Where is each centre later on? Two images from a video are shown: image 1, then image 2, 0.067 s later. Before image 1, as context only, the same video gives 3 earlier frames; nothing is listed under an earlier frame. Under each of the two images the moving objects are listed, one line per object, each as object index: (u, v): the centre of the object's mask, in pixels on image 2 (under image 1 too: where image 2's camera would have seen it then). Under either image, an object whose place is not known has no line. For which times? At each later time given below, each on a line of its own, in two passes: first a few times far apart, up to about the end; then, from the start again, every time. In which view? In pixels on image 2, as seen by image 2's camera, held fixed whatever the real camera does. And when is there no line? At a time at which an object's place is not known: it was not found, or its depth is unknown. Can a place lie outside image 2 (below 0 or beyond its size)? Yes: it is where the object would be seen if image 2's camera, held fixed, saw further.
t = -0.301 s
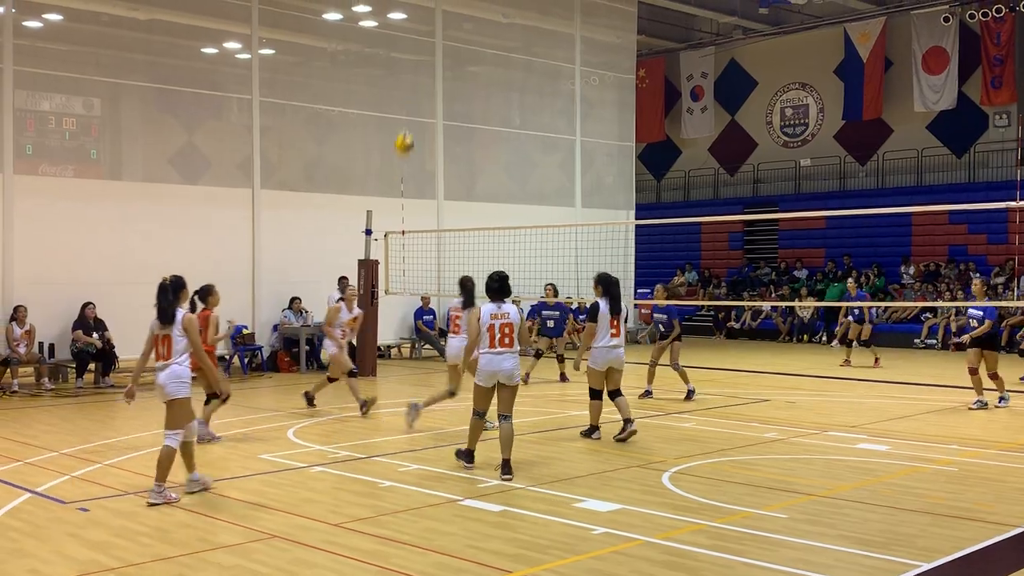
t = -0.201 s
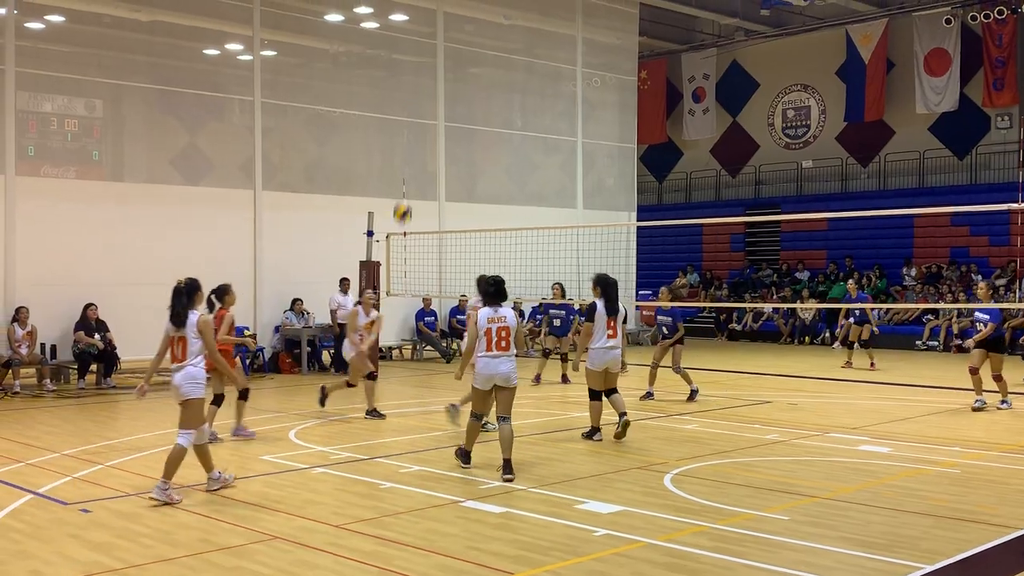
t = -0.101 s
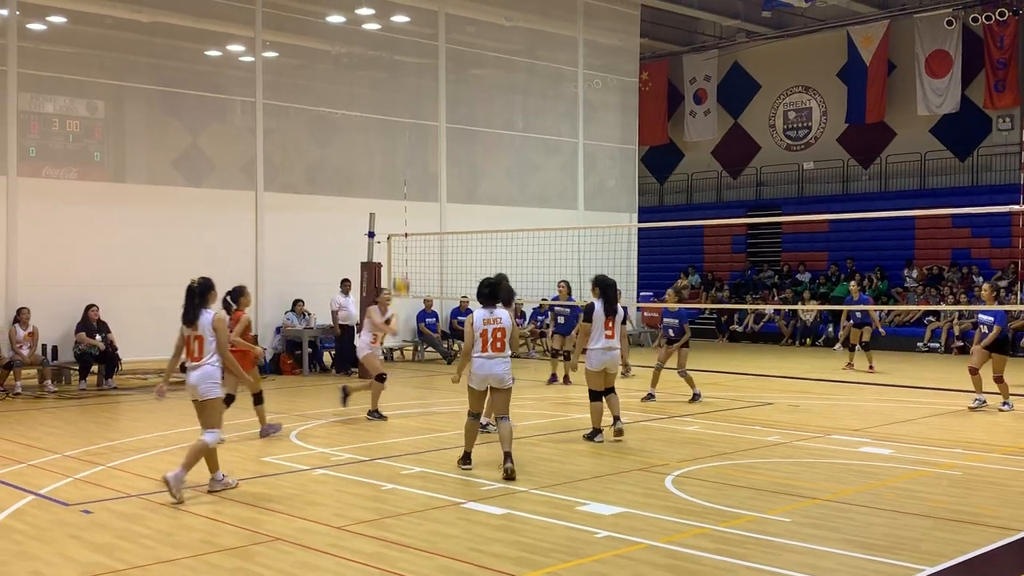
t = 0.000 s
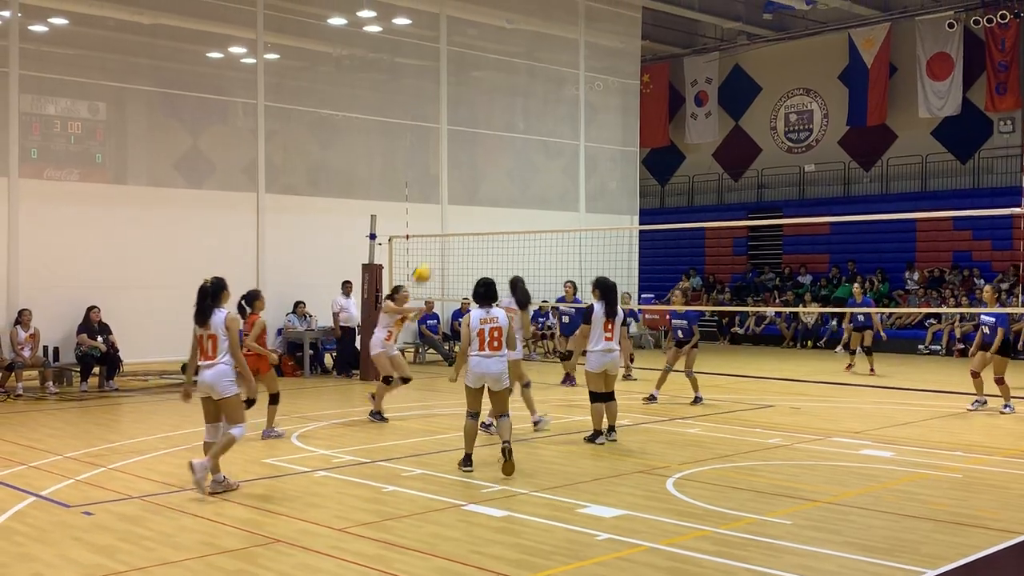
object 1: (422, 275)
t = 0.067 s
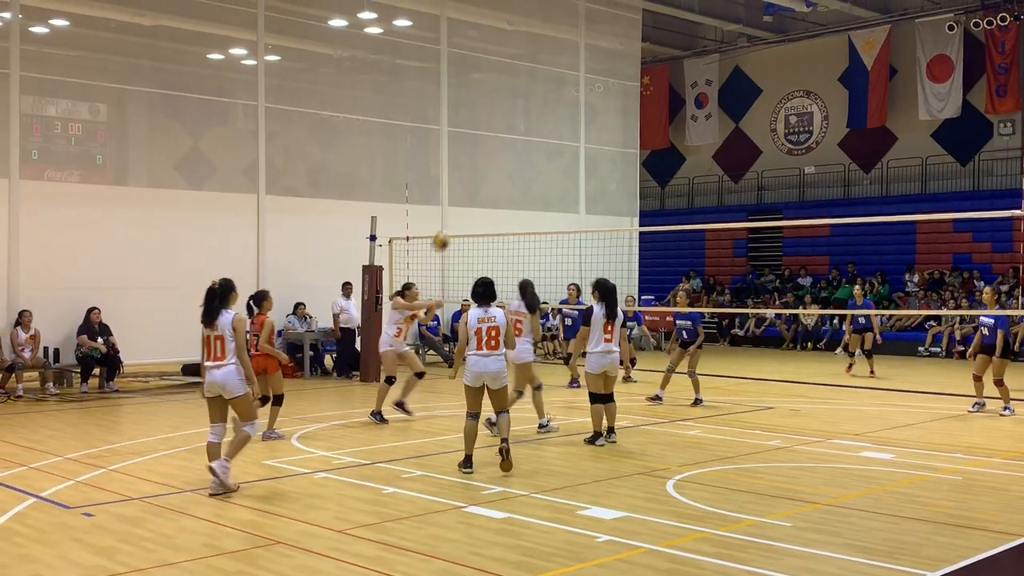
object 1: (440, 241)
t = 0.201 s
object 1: (476, 187)
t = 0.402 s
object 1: (523, 140)
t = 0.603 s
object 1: (564, 128)
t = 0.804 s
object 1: (599, 145)
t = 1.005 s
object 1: (630, 188)
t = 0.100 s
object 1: (449, 227)
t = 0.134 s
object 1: (459, 213)
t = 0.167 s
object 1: (468, 199)
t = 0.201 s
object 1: (476, 187)
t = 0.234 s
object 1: (485, 177)
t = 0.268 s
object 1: (493, 167)
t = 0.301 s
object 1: (501, 159)
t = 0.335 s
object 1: (508, 152)
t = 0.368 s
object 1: (516, 145)
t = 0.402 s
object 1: (523, 140)
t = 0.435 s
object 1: (531, 135)
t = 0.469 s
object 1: (537, 133)
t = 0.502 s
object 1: (544, 130)
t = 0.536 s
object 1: (551, 128)
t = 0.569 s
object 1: (557, 127)
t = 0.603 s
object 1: (564, 128)
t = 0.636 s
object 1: (570, 129)
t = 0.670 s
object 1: (576, 131)
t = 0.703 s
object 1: (582, 133)
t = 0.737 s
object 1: (588, 137)
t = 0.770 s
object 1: (593, 140)
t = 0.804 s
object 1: (599, 145)
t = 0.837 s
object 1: (604, 150)
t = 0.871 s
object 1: (610, 157)
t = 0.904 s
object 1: (615, 164)
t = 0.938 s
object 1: (620, 172)
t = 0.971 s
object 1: (625, 179)
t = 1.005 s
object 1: (630, 188)
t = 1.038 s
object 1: (635, 197)
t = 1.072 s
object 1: (640, 207)
